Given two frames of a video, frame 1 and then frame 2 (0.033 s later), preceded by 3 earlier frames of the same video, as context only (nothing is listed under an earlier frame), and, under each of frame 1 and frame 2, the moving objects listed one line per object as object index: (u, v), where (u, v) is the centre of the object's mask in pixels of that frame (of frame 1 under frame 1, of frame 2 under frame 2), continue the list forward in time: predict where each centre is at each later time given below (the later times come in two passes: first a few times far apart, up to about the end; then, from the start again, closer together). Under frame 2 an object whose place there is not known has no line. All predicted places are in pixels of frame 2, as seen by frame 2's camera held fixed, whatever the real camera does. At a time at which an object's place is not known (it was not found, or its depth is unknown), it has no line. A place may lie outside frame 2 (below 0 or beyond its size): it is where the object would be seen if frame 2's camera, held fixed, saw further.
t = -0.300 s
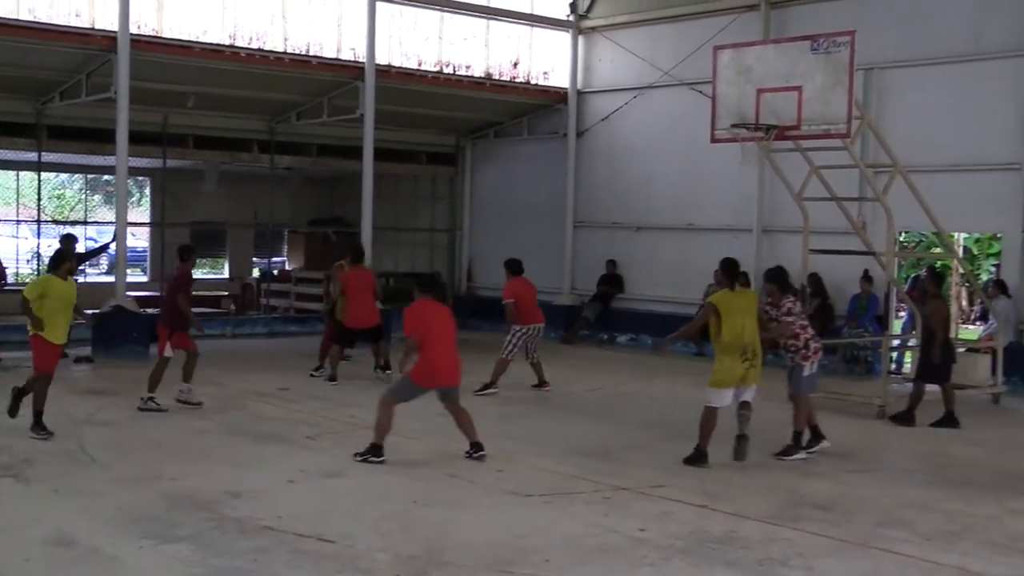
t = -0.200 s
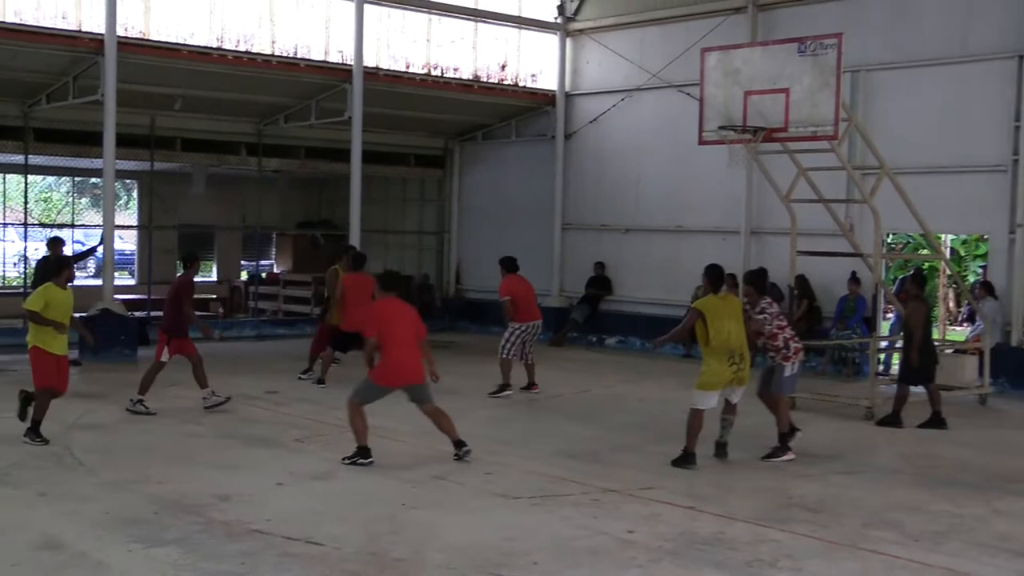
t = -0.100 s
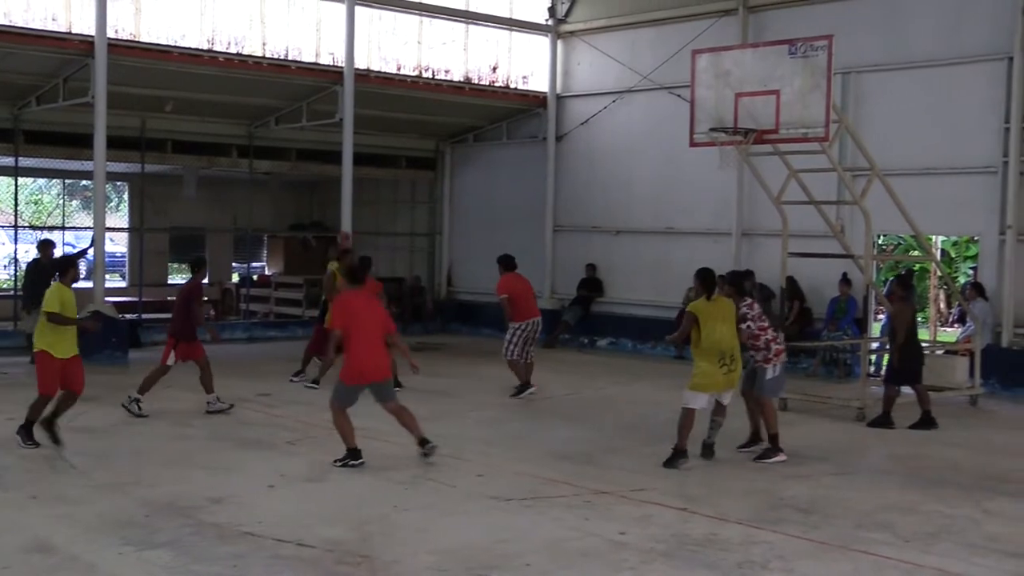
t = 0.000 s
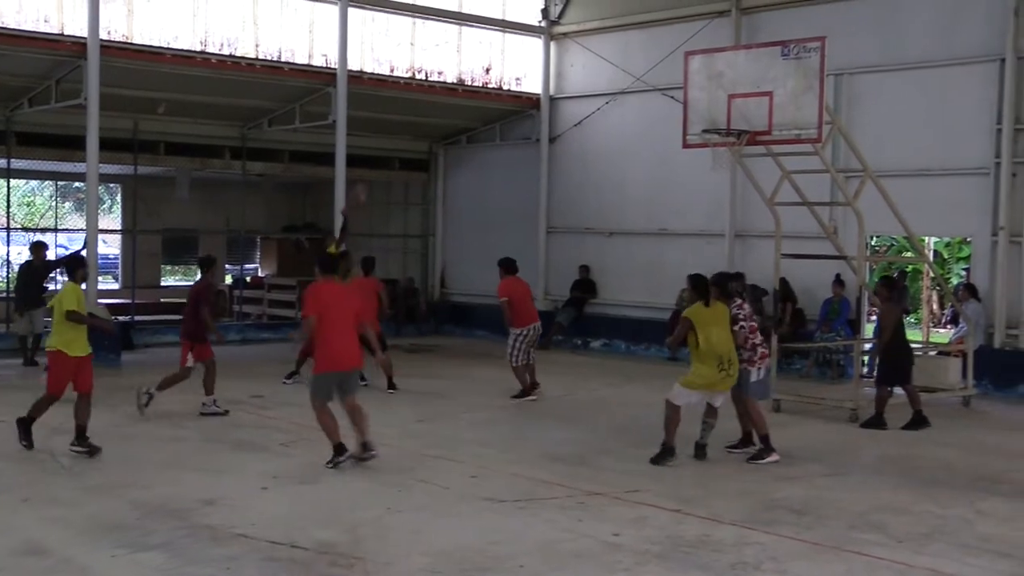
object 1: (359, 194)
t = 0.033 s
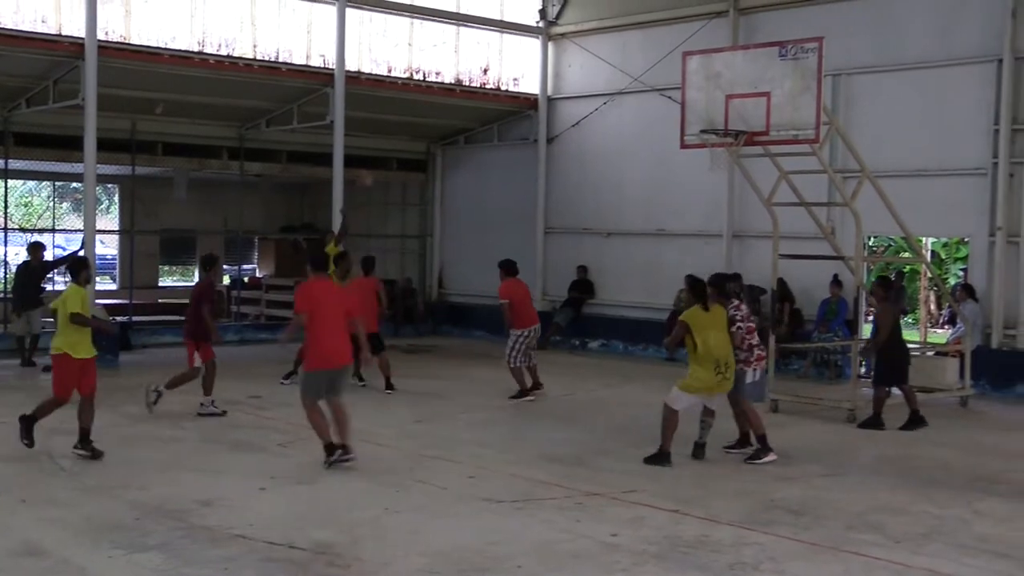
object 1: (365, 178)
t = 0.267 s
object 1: (425, 89)
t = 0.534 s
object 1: (500, 31)
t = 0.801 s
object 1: (580, 24)
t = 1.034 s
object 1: (656, 72)
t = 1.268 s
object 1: (719, 98)
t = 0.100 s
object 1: (382, 149)
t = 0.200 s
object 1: (407, 111)
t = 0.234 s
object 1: (413, 99)
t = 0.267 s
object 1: (425, 89)
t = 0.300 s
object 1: (434, 79)
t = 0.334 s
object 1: (443, 70)
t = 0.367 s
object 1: (452, 61)
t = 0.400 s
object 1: (461, 53)
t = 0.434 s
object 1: (471, 46)
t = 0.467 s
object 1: (480, 40)
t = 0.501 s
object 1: (489, 35)
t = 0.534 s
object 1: (500, 31)
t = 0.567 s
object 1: (509, 26)
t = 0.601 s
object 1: (519, 23)
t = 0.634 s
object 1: (529, 21)
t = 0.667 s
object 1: (539, 19)
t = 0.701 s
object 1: (548, 18)
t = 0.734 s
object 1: (559, 20)
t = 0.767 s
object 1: (570, 22)
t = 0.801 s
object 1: (580, 24)
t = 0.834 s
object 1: (590, 28)
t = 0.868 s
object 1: (601, 32)
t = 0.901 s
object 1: (611, 38)
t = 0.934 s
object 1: (623, 45)
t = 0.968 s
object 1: (634, 52)
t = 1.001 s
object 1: (645, 61)
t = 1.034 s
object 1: (656, 72)
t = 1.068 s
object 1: (667, 83)
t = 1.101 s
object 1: (679, 96)
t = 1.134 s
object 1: (691, 108)
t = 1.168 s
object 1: (702, 120)
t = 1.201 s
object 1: (707, 113)
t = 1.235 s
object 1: (713, 105)
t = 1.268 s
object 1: (719, 98)
